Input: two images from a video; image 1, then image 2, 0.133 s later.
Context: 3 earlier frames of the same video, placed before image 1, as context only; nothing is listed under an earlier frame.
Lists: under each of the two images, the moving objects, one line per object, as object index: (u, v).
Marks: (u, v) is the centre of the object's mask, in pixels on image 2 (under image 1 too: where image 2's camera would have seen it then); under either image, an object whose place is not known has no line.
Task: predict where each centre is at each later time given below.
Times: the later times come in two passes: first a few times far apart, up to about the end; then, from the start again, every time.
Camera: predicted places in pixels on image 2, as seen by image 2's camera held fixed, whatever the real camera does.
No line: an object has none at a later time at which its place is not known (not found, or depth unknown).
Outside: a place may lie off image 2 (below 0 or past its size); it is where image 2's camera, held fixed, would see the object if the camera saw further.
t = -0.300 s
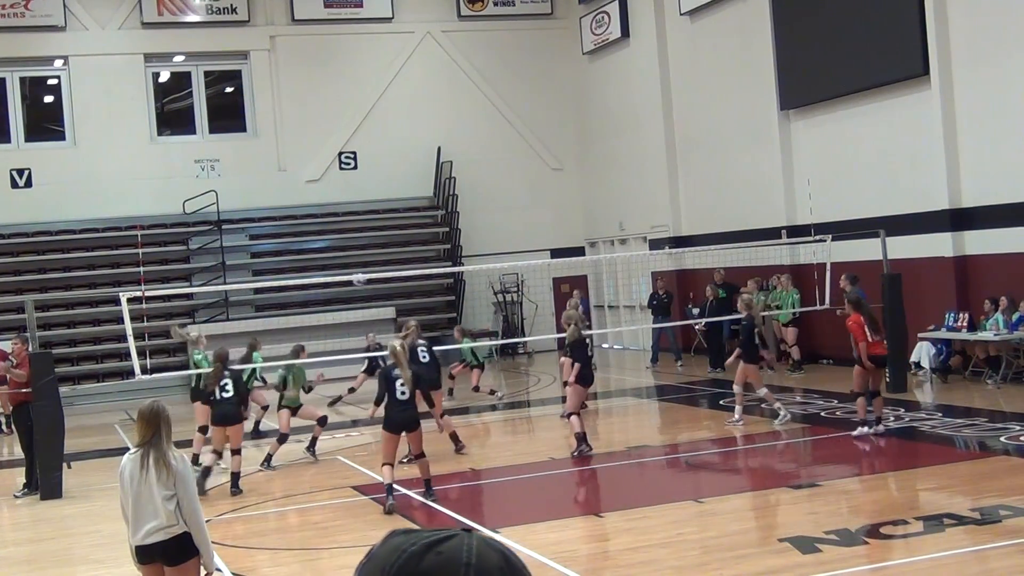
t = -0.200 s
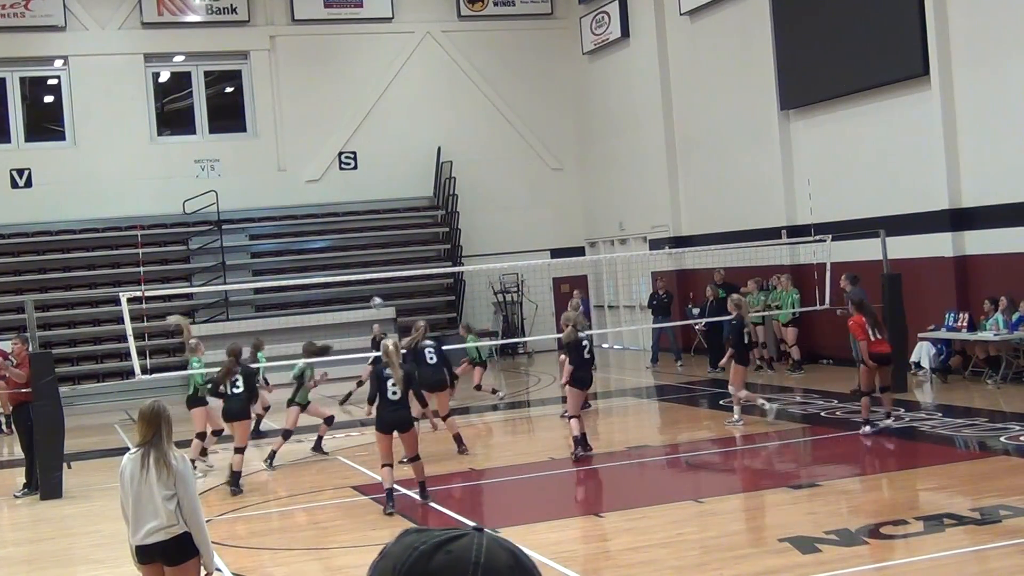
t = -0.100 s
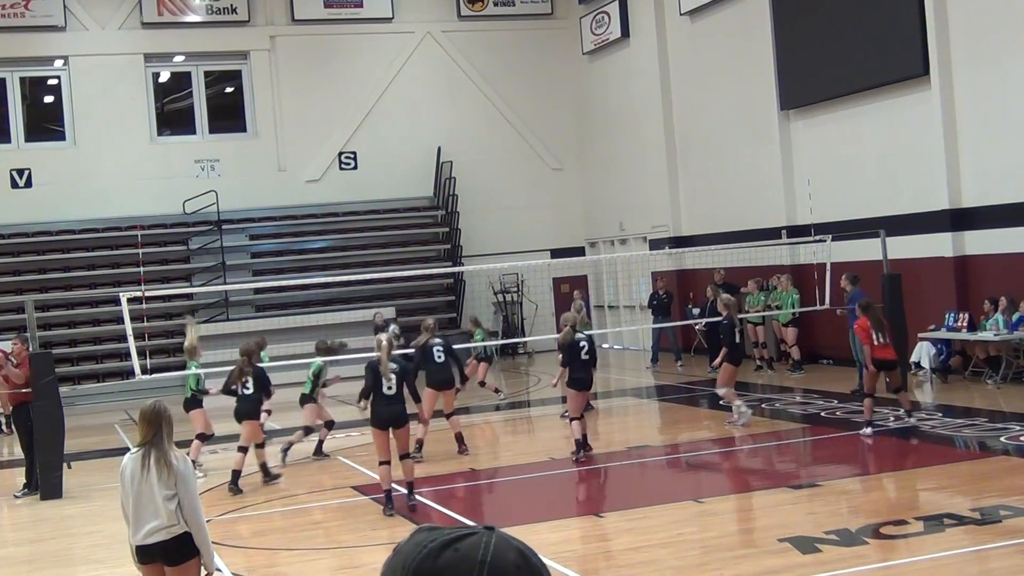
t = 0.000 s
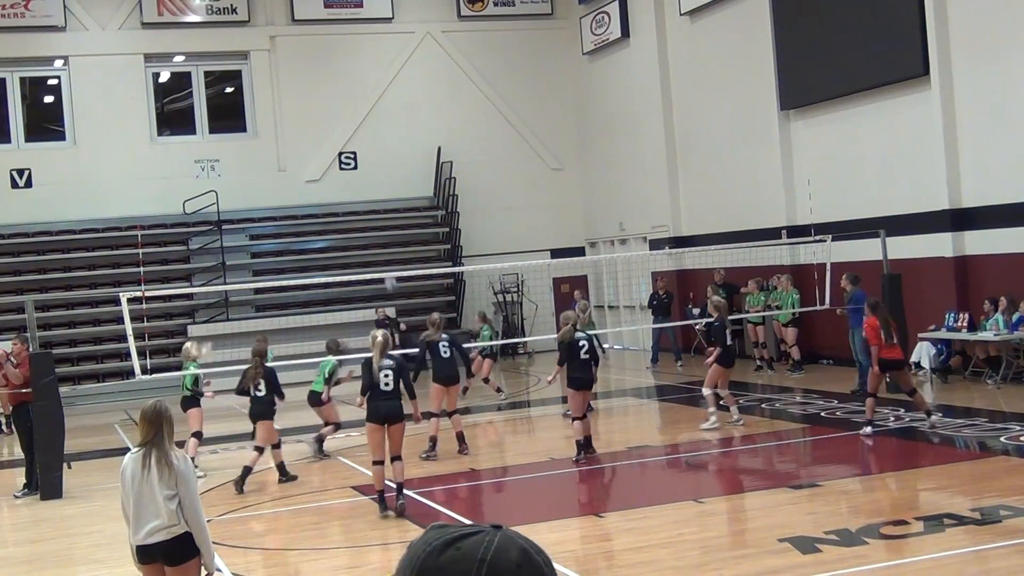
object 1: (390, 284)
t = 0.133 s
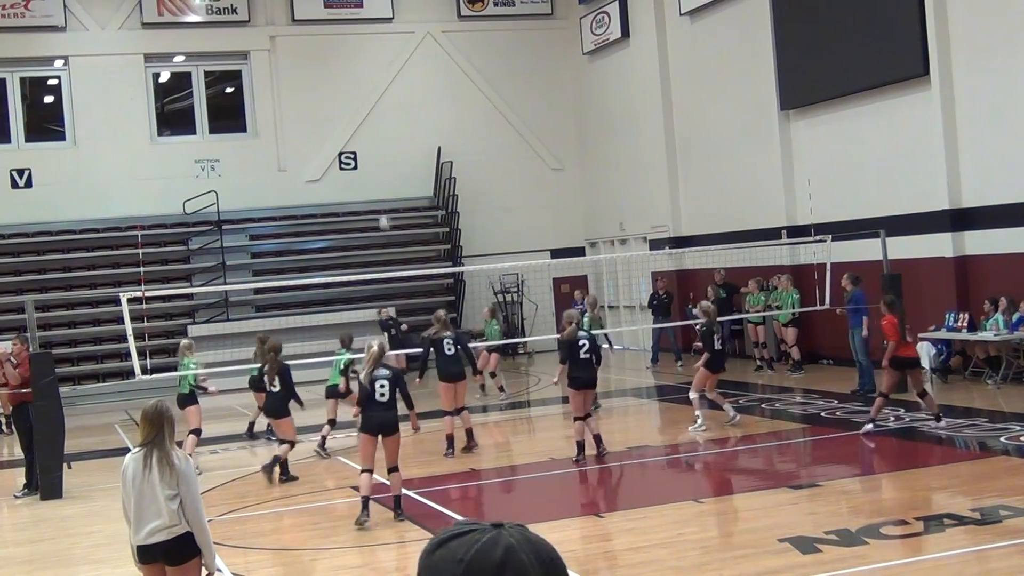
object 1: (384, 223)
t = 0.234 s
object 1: (381, 182)
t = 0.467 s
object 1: (372, 113)
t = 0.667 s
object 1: (367, 78)
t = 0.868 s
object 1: (363, 65)
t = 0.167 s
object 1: (382, 209)
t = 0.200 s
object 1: (382, 194)
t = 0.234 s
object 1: (381, 182)
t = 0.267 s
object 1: (380, 170)
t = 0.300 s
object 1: (378, 160)
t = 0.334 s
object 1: (378, 149)
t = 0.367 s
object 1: (377, 136)
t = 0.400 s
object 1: (375, 130)
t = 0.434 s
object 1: (373, 122)
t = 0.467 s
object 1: (372, 113)
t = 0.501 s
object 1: (371, 106)
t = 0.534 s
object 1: (370, 99)
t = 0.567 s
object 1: (369, 92)
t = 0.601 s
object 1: (368, 87)
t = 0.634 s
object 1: (367, 82)
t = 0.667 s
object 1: (367, 78)
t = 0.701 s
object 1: (366, 74)
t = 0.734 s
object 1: (365, 71)
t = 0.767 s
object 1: (364, 68)
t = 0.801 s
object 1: (364, 67)
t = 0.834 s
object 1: (363, 65)
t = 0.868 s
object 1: (363, 65)
